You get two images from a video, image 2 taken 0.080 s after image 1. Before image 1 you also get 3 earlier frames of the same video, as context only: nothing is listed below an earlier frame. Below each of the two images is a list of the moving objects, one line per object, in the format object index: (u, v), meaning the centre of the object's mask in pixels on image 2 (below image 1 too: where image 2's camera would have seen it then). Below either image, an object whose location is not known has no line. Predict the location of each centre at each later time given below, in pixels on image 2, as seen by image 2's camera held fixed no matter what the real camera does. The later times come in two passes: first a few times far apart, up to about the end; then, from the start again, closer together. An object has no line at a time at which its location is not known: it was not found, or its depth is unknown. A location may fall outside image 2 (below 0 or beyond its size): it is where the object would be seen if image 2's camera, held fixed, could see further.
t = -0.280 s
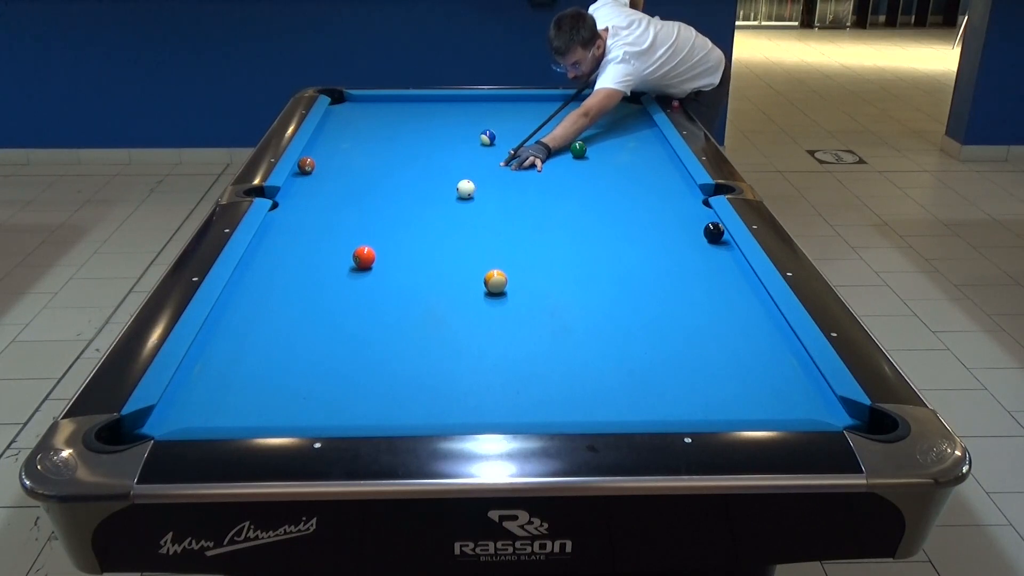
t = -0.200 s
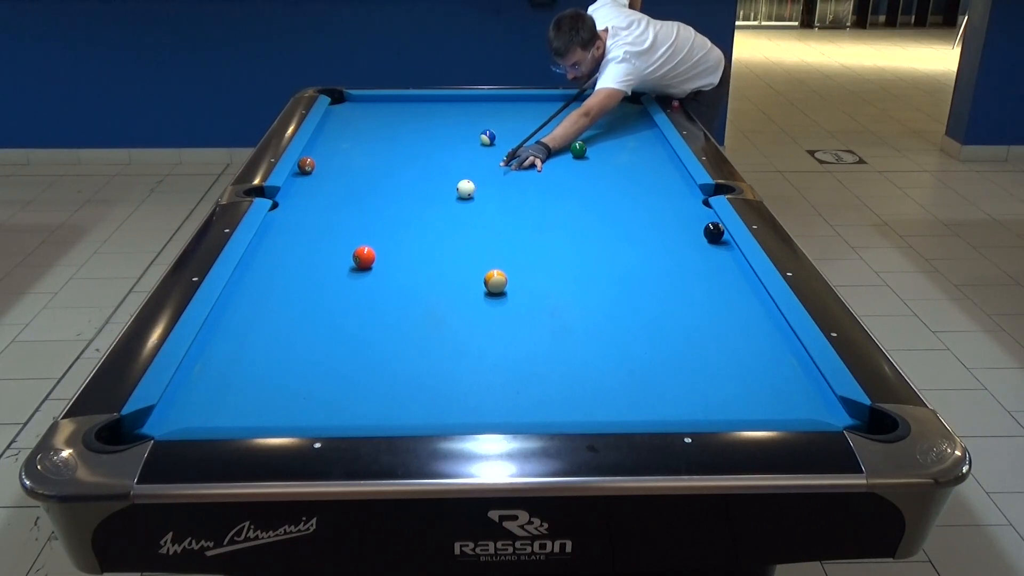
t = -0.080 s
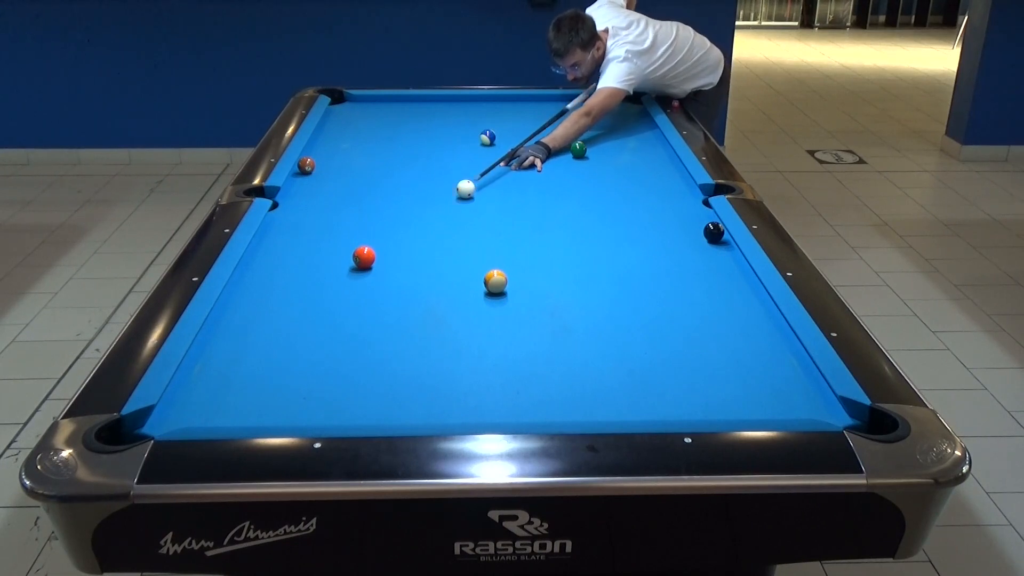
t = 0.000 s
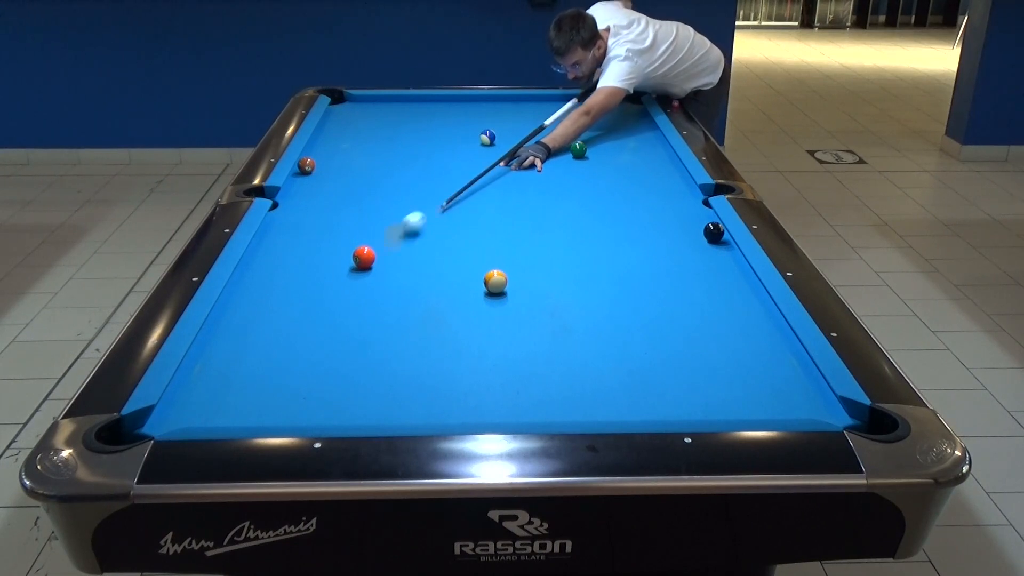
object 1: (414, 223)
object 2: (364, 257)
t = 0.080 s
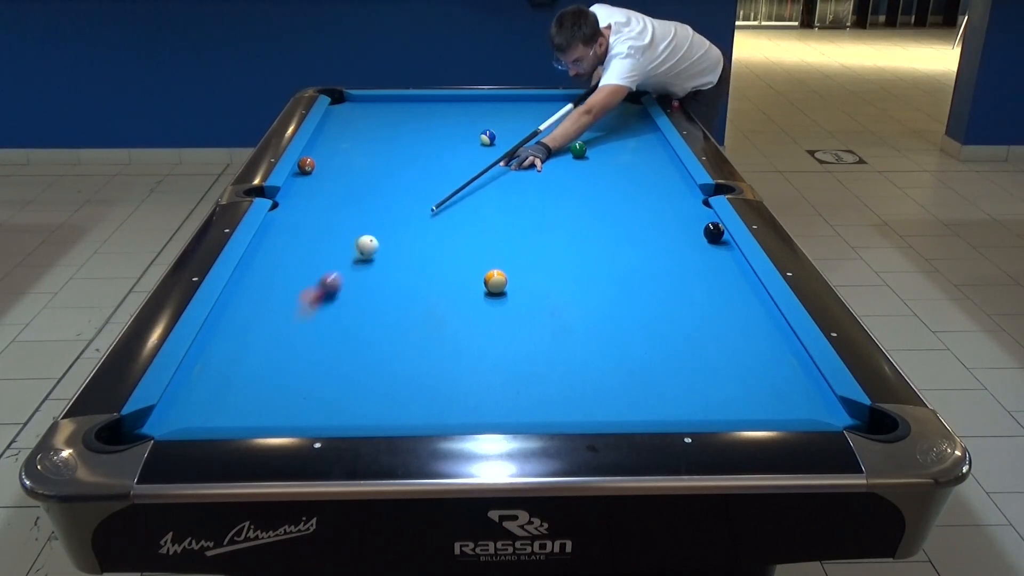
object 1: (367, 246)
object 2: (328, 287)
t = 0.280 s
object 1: (330, 252)
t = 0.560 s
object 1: (278, 259)
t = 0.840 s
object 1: (263, 261)
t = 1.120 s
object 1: (286, 258)
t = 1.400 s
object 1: (307, 255)
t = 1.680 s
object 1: (325, 252)
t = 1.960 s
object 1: (340, 250)
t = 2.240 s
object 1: (352, 247)
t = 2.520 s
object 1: (362, 245)
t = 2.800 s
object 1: (369, 243)
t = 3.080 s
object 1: (374, 241)
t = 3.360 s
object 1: (377, 241)
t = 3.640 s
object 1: (378, 241)
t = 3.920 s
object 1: (378, 241)
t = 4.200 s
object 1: (378, 241)
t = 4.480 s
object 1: (378, 240)
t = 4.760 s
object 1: (378, 241)
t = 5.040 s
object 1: (378, 240)
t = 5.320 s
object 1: (378, 241)
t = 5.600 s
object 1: (378, 241)
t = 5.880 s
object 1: (378, 240)
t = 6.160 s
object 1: (378, 240)
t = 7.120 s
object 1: (383, 236)
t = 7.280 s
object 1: (378, 240)
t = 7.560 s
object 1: (378, 240)
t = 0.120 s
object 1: (360, 249)
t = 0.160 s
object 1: (352, 249)
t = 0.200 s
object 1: (345, 250)
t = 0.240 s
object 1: (338, 251)
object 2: (128, 438)
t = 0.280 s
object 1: (330, 252)
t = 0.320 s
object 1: (323, 253)
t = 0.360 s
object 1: (316, 254)
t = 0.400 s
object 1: (308, 255)
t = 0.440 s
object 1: (301, 256)
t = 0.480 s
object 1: (293, 257)
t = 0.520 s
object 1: (286, 258)
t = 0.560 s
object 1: (278, 259)
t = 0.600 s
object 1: (271, 259)
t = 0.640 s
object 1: (264, 260)
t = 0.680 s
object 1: (256, 261)
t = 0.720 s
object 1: (251, 262)
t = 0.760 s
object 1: (256, 261)
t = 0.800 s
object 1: (259, 261)
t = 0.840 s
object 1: (263, 261)
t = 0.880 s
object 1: (266, 260)
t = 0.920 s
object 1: (270, 260)
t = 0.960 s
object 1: (273, 259)
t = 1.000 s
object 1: (276, 259)
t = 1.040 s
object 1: (280, 258)
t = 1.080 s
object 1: (283, 258)
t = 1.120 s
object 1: (286, 258)
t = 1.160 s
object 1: (289, 257)
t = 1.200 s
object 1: (292, 257)
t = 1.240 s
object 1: (295, 257)
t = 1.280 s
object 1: (298, 256)
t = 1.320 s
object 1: (301, 256)
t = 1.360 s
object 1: (304, 255)
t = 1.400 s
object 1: (307, 255)
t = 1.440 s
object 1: (309, 255)
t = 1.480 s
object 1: (312, 254)
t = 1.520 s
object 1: (314, 254)
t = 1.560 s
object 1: (317, 254)
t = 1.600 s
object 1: (320, 253)
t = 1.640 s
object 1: (322, 253)
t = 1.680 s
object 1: (325, 252)
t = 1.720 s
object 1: (327, 252)
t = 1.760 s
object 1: (329, 252)
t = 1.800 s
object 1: (331, 251)
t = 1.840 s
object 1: (334, 251)
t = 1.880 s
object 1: (336, 250)
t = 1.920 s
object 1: (338, 250)
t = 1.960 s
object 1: (340, 250)
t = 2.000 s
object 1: (342, 249)
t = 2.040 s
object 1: (344, 249)
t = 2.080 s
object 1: (345, 249)
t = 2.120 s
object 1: (347, 248)
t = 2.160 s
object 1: (349, 248)
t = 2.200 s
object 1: (350, 248)
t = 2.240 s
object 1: (352, 247)
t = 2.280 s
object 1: (354, 247)
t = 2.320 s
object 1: (355, 246)
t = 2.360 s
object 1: (357, 246)
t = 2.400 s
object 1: (358, 246)
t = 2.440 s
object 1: (360, 246)
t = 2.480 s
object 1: (361, 245)
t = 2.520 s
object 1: (362, 245)
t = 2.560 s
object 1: (363, 245)
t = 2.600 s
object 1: (364, 245)
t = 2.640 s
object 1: (365, 244)
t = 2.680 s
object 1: (366, 244)
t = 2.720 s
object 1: (367, 244)
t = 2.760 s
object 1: (368, 243)
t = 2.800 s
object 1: (369, 243)
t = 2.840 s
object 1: (370, 243)
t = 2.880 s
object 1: (371, 242)
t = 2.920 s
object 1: (372, 242)
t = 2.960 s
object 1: (372, 242)
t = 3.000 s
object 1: (373, 242)
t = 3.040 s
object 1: (374, 242)
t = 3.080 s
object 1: (374, 241)
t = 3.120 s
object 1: (375, 241)
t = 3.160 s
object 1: (375, 241)
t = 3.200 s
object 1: (376, 241)
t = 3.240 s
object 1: (376, 241)
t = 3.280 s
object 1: (376, 241)
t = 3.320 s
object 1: (376, 241)
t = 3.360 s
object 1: (377, 241)
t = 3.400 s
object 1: (377, 241)
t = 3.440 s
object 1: (377, 241)
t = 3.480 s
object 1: (378, 240)
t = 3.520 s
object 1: (378, 241)
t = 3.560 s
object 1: (378, 241)
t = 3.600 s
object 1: (378, 240)
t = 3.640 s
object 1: (378, 241)
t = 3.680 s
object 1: (378, 241)
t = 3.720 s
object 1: (378, 241)
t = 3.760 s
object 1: (378, 241)
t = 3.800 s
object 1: (378, 241)
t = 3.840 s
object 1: (378, 240)
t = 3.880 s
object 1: (378, 241)
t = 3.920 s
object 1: (378, 241)
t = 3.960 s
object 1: (378, 241)
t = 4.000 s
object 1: (378, 241)
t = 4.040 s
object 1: (378, 241)
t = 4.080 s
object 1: (378, 241)
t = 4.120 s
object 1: (378, 240)
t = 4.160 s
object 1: (378, 241)
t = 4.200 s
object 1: (378, 241)
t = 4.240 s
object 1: (378, 240)
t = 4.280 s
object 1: (378, 241)
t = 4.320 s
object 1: (378, 241)
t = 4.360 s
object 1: (378, 241)
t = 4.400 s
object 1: (378, 240)
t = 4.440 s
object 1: (378, 241)
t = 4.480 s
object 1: (378, 240)
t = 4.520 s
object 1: (378, 240)
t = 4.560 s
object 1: (378, 241)
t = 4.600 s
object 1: (378, 241)
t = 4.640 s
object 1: (378, 240)
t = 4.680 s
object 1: (378, 241)
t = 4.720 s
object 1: (378, 241)
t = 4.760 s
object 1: (378, 241)
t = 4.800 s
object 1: (378, 240)
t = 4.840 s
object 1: (378, 241)
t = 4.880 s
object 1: (378, 240)
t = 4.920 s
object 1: (378, 240)
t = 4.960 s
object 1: (378, 241)
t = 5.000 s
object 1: (378, 241)
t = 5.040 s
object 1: (378, 240)
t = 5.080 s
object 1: (378, 241)
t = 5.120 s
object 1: (378, 240)
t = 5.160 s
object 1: (378, 240)
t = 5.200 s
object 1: (378, 241)
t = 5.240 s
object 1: (378, 241)
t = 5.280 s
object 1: (378, 241)
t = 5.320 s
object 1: (378, 241)
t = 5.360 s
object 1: (378, 241)
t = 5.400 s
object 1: (378, 240)
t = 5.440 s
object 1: (378, 241)
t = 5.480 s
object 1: (378, 241)
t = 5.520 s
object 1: (378, 240)
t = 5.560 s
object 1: (378, 241)
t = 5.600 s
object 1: (378, 241)
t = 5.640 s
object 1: (378, 240)
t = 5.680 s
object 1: (378, 241)
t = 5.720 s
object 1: (378, 241)
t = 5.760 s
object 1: (378, 240)
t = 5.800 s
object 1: (378, 241)
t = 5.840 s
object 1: (378, 240)
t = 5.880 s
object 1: (378, 240)
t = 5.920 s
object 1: (378, 241)
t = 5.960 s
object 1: (378, 240)
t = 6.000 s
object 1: (378, 240)
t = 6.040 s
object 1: (379, 239)
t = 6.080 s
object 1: (378, 240)
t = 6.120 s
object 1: (378, 240)
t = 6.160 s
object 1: (378, 240)
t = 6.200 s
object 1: (378, 240)
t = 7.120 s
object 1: (383, 236)
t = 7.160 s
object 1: (379, 239)
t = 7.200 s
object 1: (378, 240)
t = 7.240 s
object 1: (378, 240)
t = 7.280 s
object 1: (378, 240)
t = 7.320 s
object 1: (378, 240)
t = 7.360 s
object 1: (378, 240)
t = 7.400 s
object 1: (378, 240)
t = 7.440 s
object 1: (378, 240)
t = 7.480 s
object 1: (378, 240)
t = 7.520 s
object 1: (378, 240)
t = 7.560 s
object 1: (378, 240)
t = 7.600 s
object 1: (378, 240)
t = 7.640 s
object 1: (378, 240)
